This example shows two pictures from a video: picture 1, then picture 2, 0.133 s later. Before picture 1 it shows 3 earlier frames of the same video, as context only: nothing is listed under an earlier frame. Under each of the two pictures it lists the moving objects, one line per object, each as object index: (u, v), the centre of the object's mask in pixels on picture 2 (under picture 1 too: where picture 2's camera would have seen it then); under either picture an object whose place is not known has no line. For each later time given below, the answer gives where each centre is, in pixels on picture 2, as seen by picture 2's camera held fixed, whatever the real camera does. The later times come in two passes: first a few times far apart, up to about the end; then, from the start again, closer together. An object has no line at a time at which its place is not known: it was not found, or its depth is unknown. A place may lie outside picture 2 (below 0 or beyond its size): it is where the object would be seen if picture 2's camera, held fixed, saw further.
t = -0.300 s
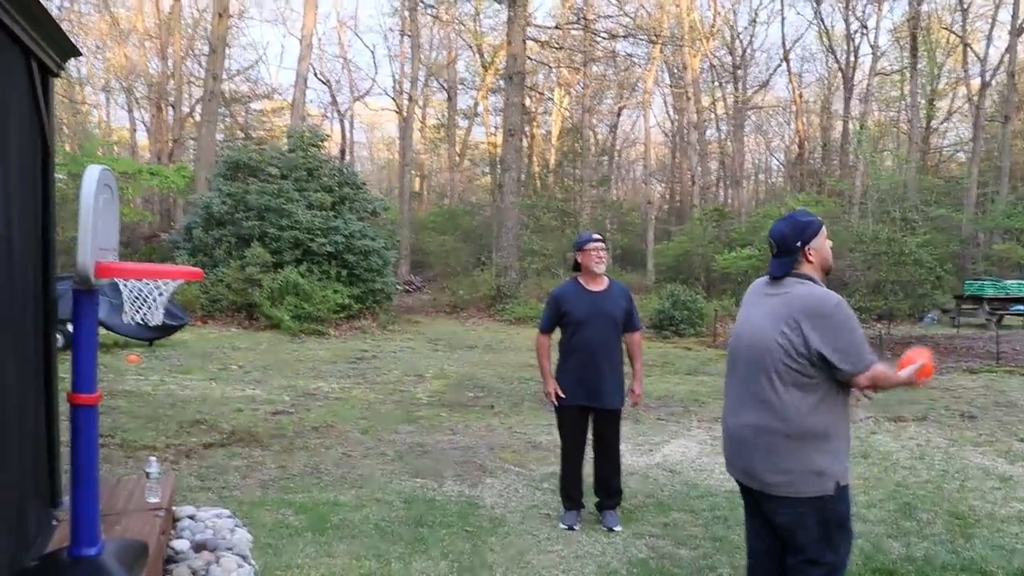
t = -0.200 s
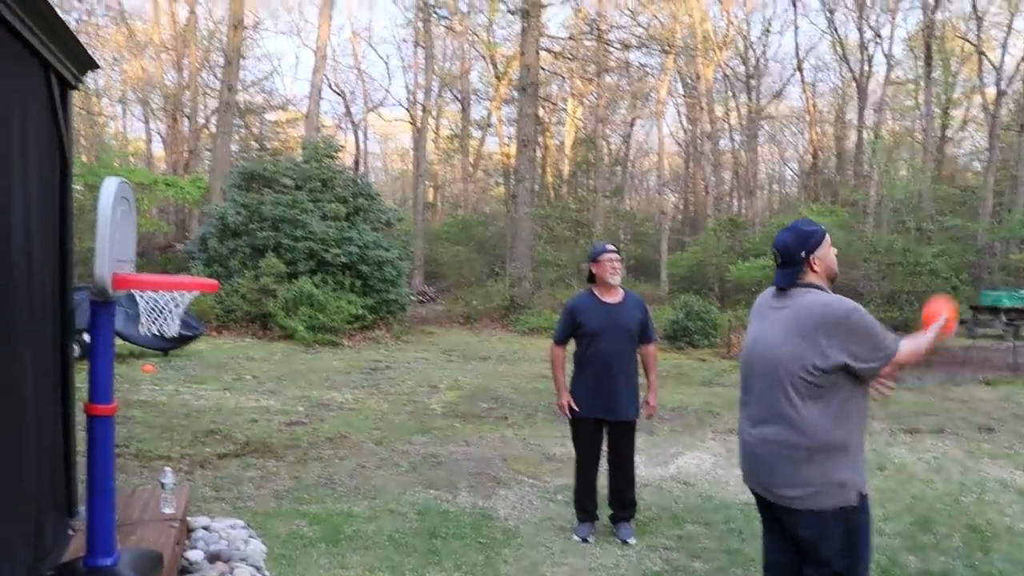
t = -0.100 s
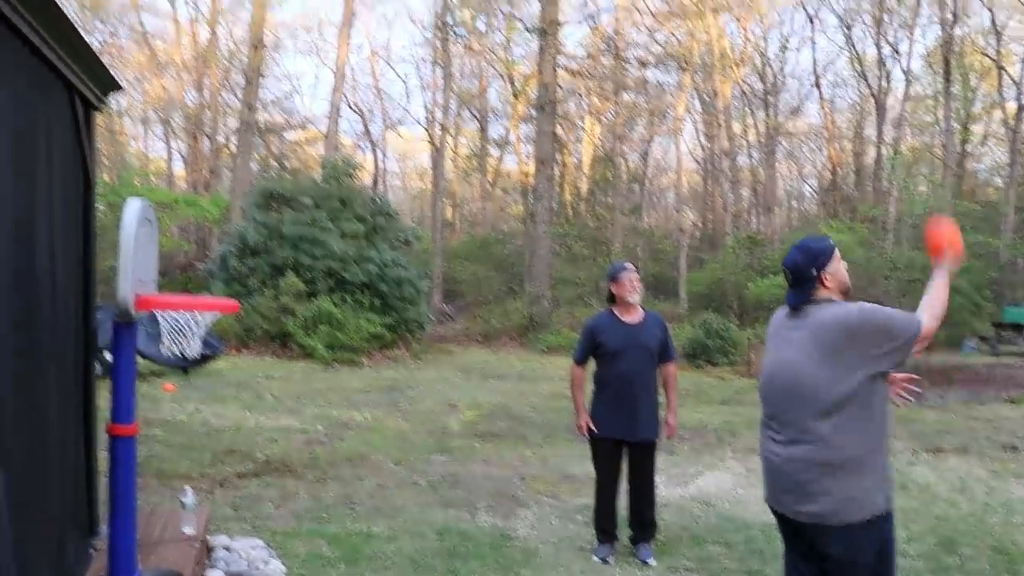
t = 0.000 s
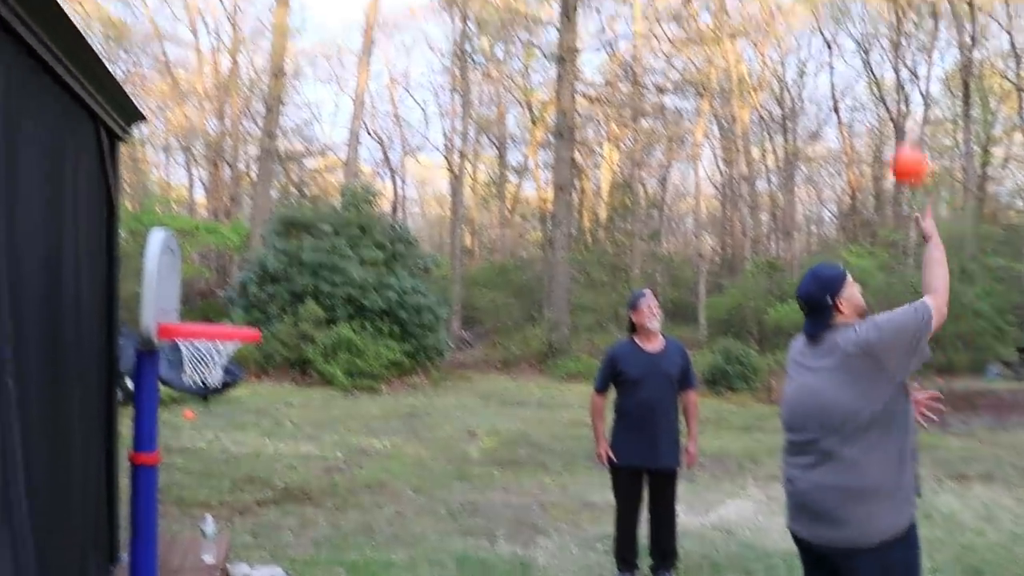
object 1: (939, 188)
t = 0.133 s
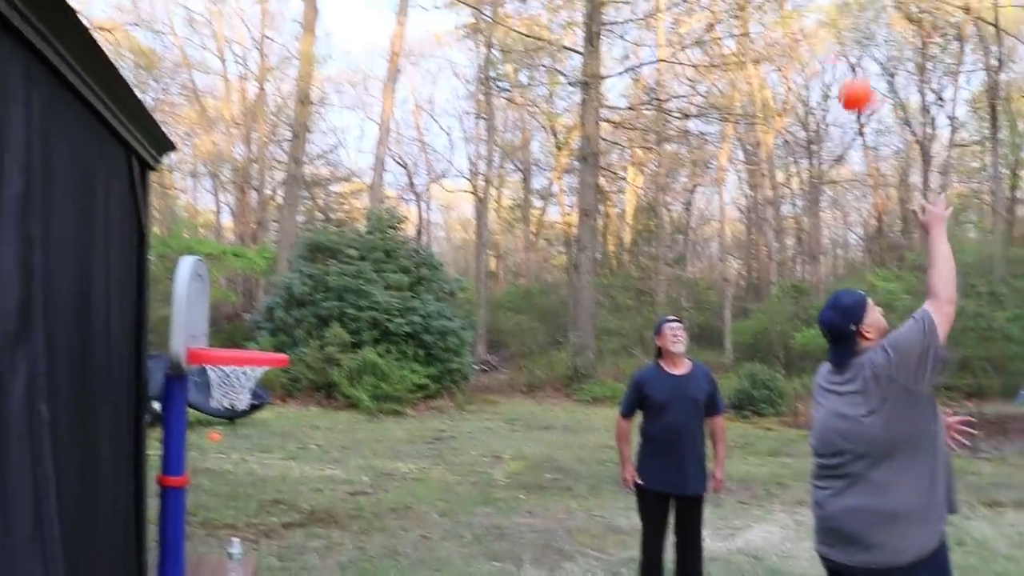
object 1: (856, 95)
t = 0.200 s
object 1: (818, 65)
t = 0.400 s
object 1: (703, 39)
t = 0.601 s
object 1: (588, 110)
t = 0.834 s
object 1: (448, 340)
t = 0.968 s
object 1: (365, 544)
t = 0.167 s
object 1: (838, 78)
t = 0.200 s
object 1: (818, 65)
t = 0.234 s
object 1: (799, 53)
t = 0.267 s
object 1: (780, 46)
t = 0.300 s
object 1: (761, 41)
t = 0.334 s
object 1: (742, 38)
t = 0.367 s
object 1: (722, 36)
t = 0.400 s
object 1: (703, 39)
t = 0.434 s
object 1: (684, 44)
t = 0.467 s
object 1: (666, 52)
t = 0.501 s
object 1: (645, 62)
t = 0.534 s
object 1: (627, 74)
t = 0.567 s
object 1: (603, 93)
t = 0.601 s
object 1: (588, 110)
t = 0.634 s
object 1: (567, 135)
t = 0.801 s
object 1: (468, 297)
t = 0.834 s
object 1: (448, 340)
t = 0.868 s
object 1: (428, 384)
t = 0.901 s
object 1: (407, 435)
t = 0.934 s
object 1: (384, 491)
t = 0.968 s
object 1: (365, 544)
